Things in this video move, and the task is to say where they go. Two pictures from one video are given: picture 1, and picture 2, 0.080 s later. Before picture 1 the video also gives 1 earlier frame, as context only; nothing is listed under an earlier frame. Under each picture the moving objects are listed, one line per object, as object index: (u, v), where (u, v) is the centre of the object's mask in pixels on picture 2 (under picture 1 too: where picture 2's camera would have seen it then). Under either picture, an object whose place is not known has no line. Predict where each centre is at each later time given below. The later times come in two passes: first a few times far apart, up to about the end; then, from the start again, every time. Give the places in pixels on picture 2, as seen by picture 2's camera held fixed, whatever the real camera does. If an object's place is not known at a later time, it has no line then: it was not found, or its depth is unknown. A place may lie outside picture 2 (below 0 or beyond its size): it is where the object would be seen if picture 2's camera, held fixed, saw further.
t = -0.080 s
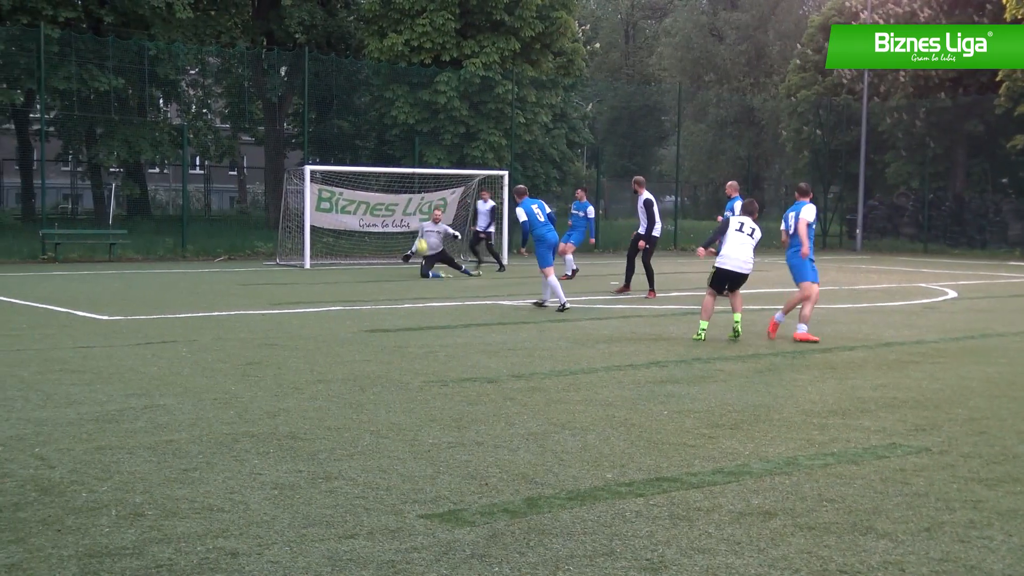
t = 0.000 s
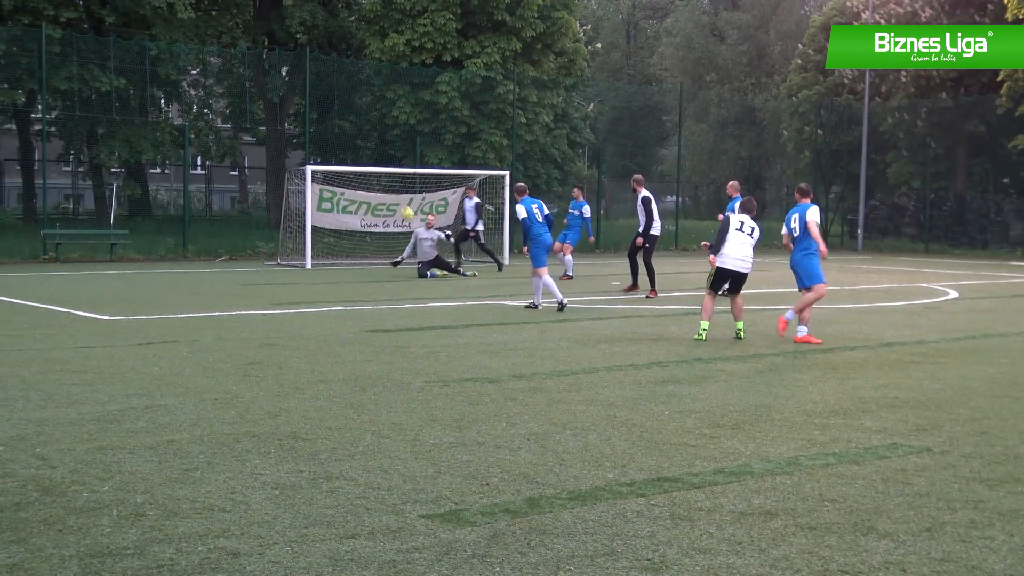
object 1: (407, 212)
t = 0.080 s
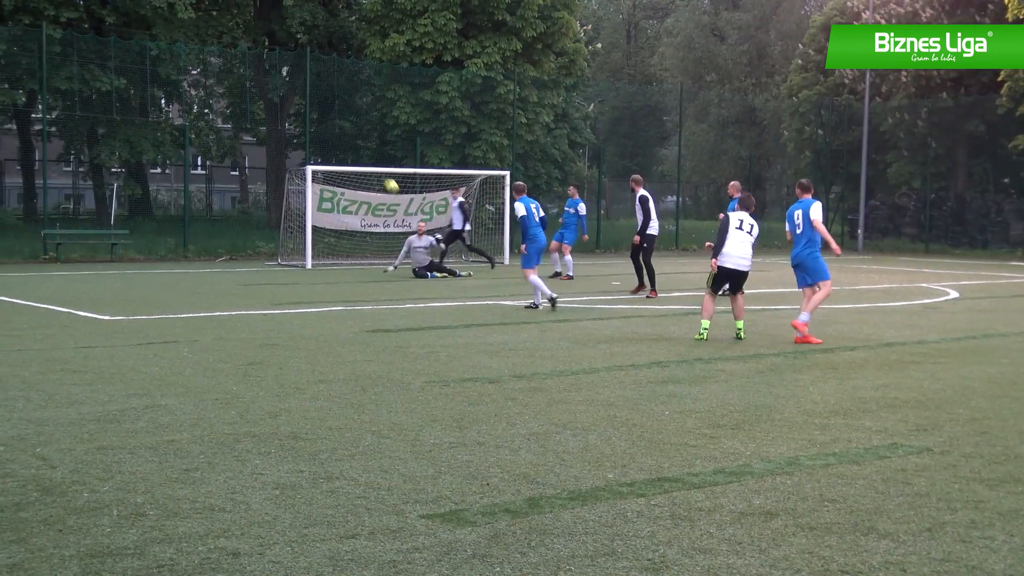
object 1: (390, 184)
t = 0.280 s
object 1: (351, 134)
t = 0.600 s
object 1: (289, 101)
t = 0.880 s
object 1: (239, 114)
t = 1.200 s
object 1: (186, 175)
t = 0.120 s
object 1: (383, 174)
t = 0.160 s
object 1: (375, 161)
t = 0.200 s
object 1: (367, 152)
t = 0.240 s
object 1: (359, 143)
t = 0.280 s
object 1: (351, 134)
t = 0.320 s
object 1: (343, 127)
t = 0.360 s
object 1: (335, 120)
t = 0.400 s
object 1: (327, 115)
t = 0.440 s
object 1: (319, 110)
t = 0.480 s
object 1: (312, 107)
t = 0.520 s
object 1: (304, 104)
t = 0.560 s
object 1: (297, 102)
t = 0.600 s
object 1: (289, 101)
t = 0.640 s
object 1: (282, 100)
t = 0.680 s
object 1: (275, 101)
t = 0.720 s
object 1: (267, 101)
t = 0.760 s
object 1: (260, 104)
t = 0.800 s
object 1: (253, 106)
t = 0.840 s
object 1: (246, 110)
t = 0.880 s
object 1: (239, 114)
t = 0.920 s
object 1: (233, 119)
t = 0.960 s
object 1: (226, 125)
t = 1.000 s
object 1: (219, 132)
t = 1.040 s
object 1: (212, 139)
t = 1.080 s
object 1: (206, 147)
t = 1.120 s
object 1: (199, 156)
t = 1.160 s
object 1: (192, 165)
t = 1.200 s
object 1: (186, 175)
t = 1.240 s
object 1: (180, 185)
